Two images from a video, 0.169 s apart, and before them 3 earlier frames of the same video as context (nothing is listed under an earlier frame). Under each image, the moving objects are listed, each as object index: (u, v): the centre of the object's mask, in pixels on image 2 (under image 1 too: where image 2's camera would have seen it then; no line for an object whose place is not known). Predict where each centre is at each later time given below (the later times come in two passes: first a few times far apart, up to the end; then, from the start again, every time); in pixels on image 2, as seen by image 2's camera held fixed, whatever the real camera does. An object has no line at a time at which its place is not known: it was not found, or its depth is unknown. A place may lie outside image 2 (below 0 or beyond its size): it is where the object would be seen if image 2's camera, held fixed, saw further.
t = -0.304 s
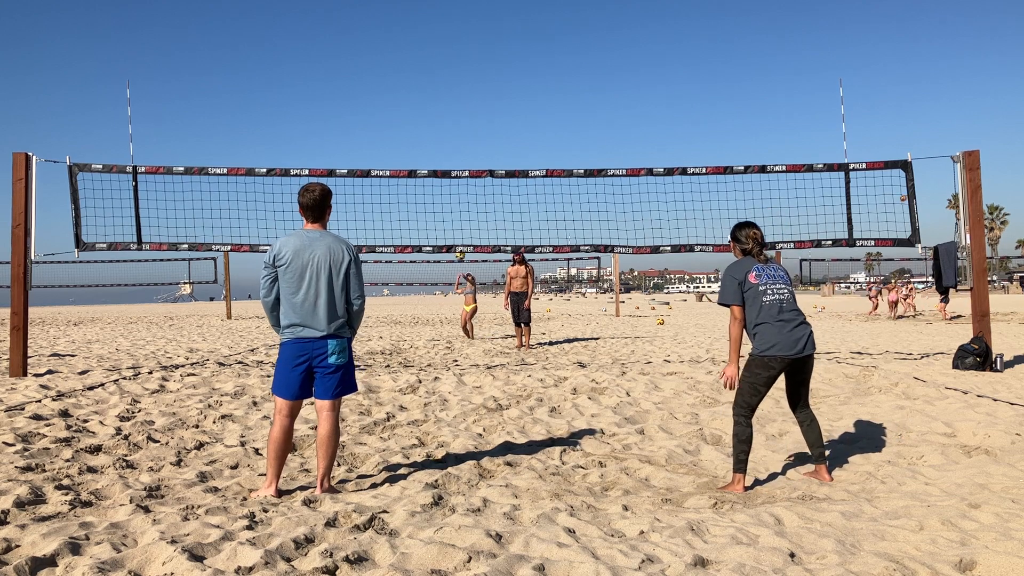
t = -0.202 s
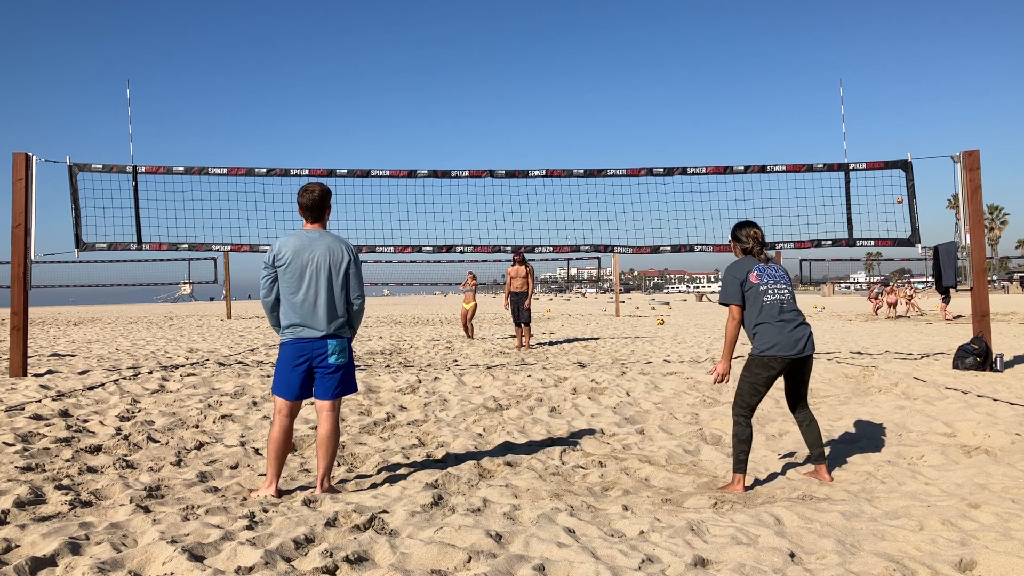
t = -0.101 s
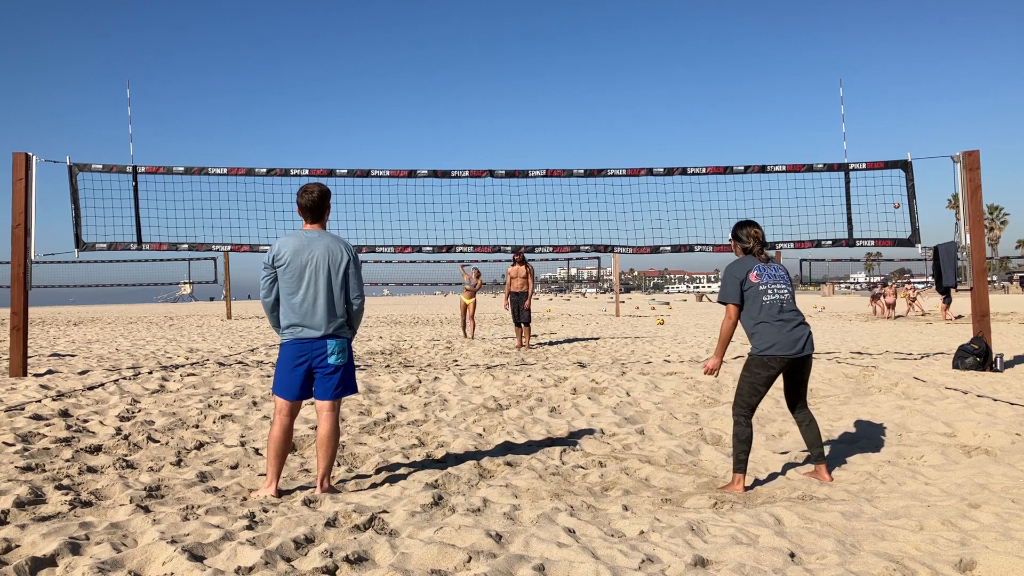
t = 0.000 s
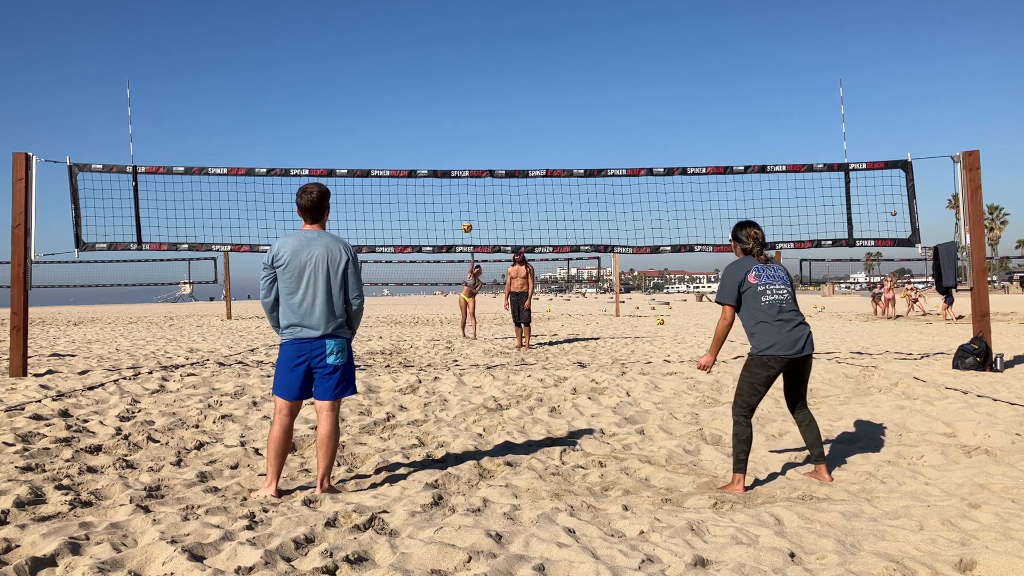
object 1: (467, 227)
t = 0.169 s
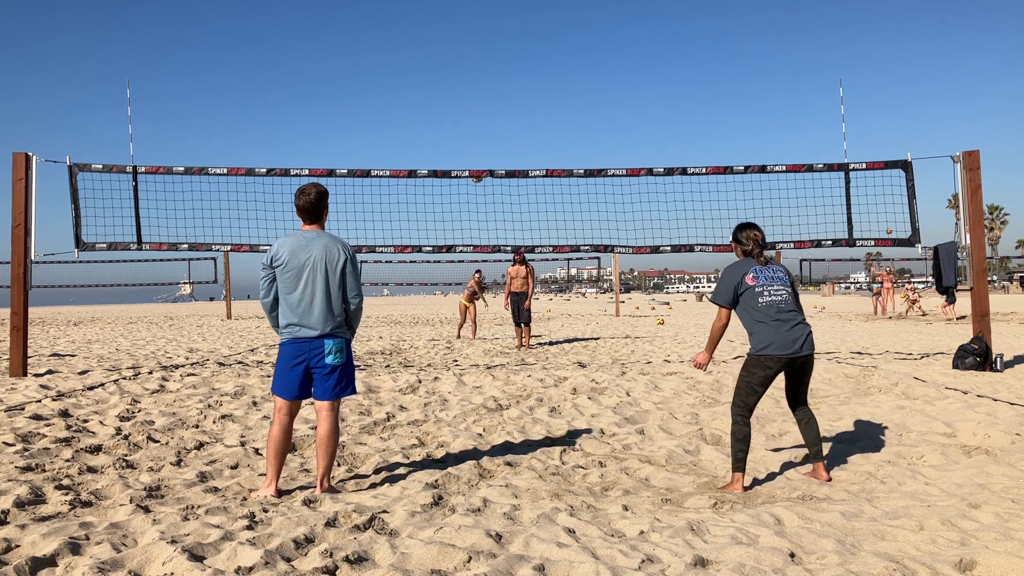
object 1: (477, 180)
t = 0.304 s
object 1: (488, 139)
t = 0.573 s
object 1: (520, 81)
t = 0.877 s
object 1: (591, 69)
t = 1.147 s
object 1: (709, 151)
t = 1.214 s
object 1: (753, 196)
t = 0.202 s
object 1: (480, 166)
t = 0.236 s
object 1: (483, 157)
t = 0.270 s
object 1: (485, 148)
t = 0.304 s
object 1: (488, 139)
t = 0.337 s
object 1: (491, 130)
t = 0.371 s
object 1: (495, 122)
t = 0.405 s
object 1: (498, 114)
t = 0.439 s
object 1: (502, 106)
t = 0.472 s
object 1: (505, 99)
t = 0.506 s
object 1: (510, 93)
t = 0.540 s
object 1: (515, 87)
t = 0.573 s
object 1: (520, 81)
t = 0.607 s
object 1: (526, 77)
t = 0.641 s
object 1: (532, 73)
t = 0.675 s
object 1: (539, 70)
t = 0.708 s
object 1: (546, 67)
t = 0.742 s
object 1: (554, 65)
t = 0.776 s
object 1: (562, 64)
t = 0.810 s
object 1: (571, 65)
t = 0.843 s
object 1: (580, 66)
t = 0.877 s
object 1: (591, 69)
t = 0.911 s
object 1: (602, 73)
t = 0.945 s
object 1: (614, 79)
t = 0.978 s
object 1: (627, 87)
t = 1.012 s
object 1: (641, 96)
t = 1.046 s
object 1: (656, 106)
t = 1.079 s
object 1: (672, 119)
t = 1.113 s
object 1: (689, 134)
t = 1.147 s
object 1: (709, 151)
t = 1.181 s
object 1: (730, 172)
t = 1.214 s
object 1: (753, 196)
